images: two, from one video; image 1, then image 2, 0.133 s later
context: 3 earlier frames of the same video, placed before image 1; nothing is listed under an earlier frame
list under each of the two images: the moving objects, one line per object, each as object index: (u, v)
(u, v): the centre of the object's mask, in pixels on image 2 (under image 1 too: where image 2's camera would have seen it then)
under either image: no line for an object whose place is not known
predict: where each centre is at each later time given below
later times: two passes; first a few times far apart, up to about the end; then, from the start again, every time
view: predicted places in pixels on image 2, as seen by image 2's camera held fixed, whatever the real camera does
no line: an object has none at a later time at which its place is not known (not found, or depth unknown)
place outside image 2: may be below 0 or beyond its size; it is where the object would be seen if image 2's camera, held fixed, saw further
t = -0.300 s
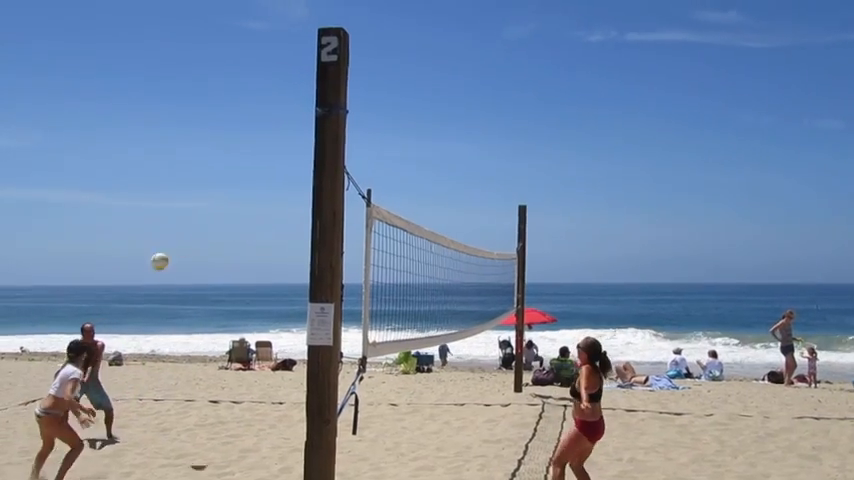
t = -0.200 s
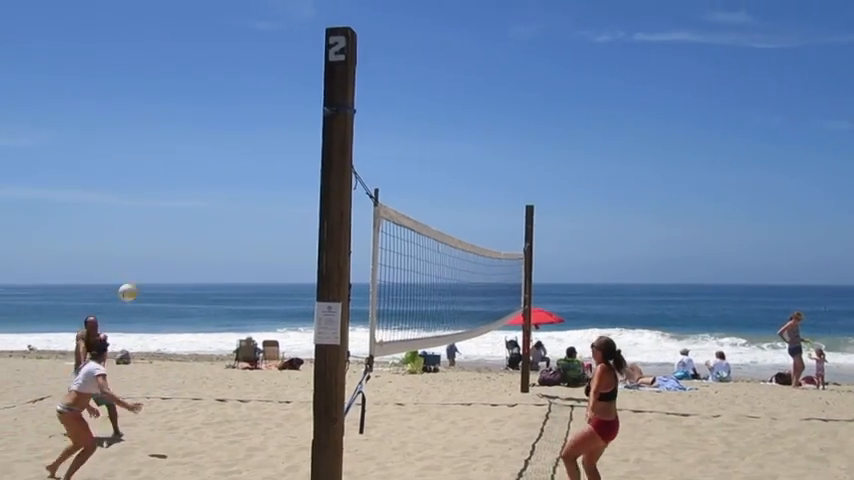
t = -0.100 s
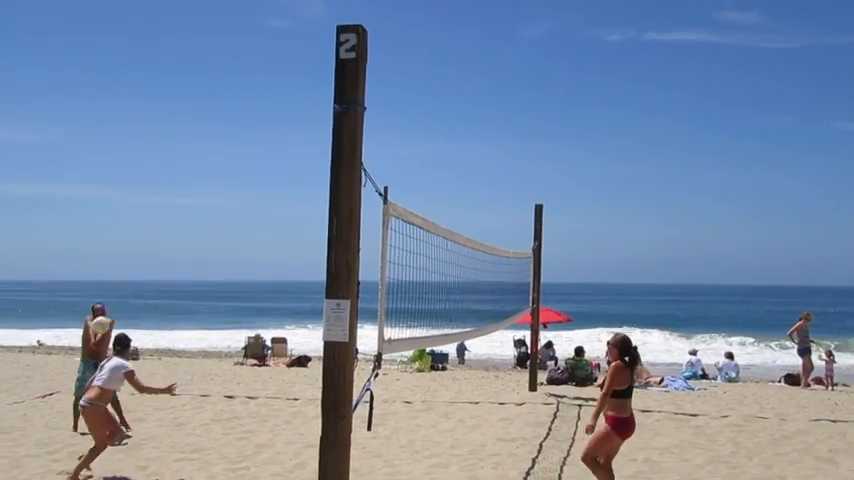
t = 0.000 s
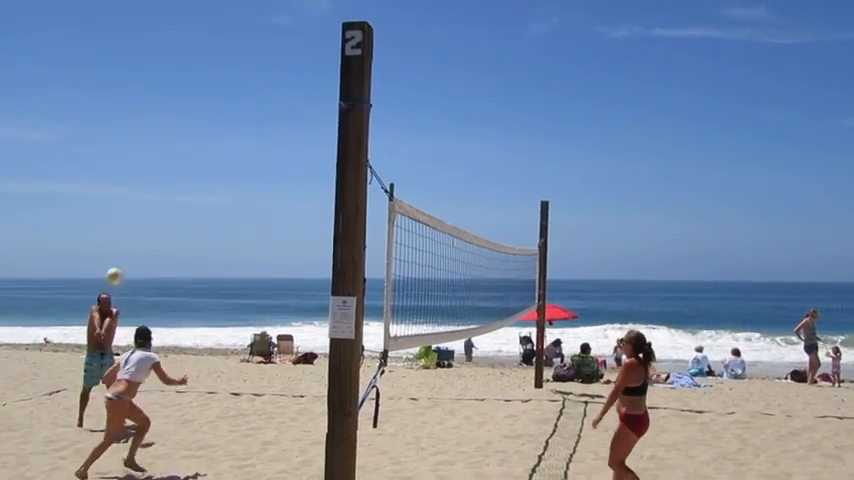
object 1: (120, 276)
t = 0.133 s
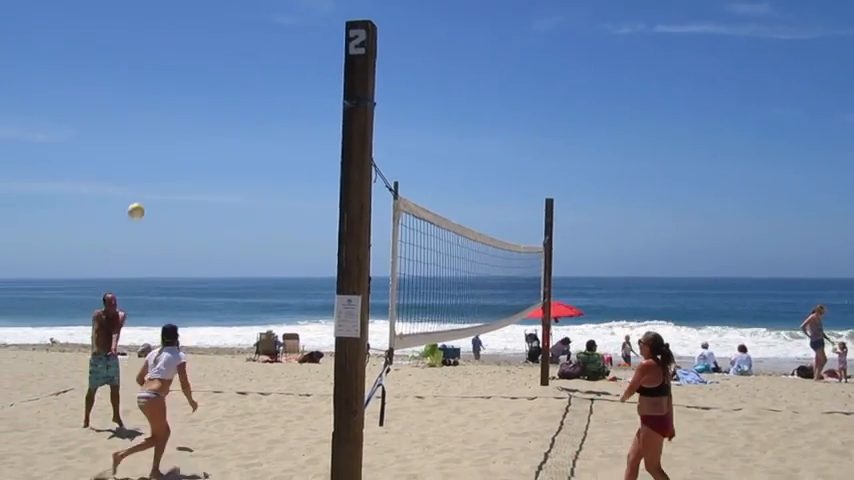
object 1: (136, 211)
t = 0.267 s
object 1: (150, 159)
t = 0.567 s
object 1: (182, 90)
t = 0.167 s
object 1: (139, 196)
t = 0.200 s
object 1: (143, 183)
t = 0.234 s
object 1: (146, 170)
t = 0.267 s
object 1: (150, 159)
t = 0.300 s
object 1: (154, 148)
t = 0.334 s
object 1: (157, 138)
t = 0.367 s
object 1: (161, 129)
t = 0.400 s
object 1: (164, 121)
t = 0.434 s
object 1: (168, 113)
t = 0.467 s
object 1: (172, 106)
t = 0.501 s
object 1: (175, 100)
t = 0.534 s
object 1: (179, 95)
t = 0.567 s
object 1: (182, 90)
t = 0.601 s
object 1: (185, 87)
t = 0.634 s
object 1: (189, 84)
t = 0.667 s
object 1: (192, 82)
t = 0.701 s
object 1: (197, 81)
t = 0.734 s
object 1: (201, 81)
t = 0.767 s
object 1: (205, 81)
